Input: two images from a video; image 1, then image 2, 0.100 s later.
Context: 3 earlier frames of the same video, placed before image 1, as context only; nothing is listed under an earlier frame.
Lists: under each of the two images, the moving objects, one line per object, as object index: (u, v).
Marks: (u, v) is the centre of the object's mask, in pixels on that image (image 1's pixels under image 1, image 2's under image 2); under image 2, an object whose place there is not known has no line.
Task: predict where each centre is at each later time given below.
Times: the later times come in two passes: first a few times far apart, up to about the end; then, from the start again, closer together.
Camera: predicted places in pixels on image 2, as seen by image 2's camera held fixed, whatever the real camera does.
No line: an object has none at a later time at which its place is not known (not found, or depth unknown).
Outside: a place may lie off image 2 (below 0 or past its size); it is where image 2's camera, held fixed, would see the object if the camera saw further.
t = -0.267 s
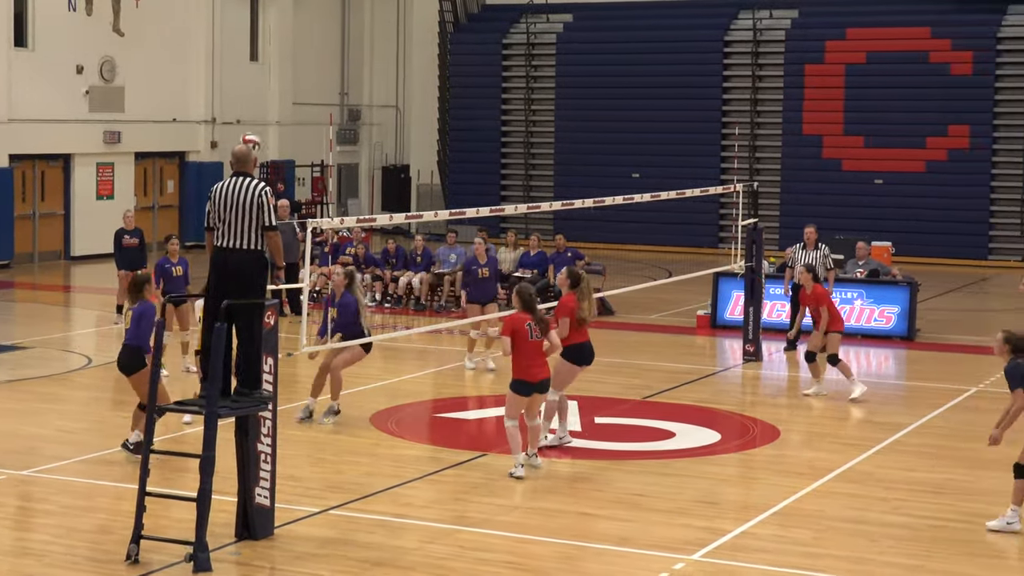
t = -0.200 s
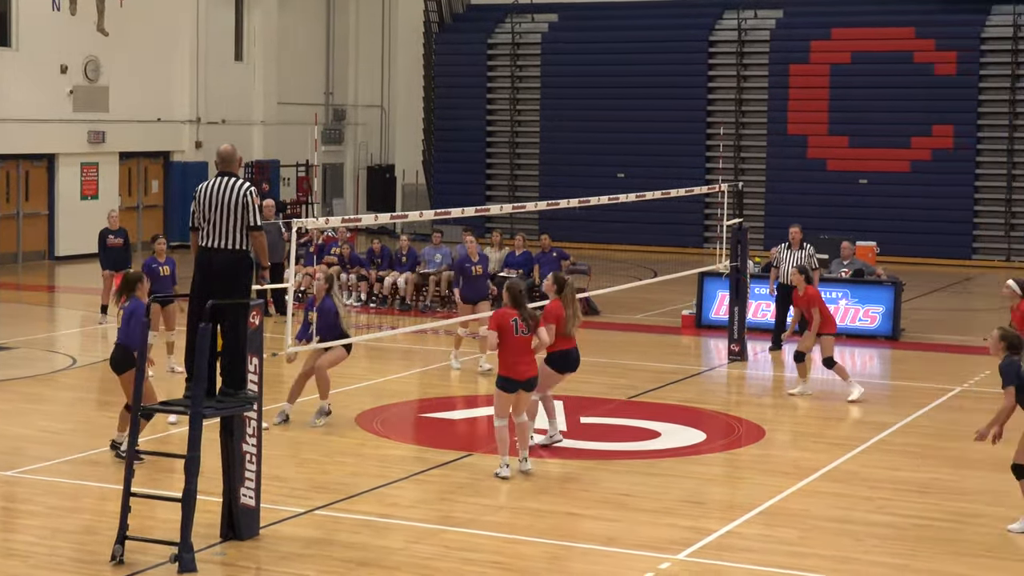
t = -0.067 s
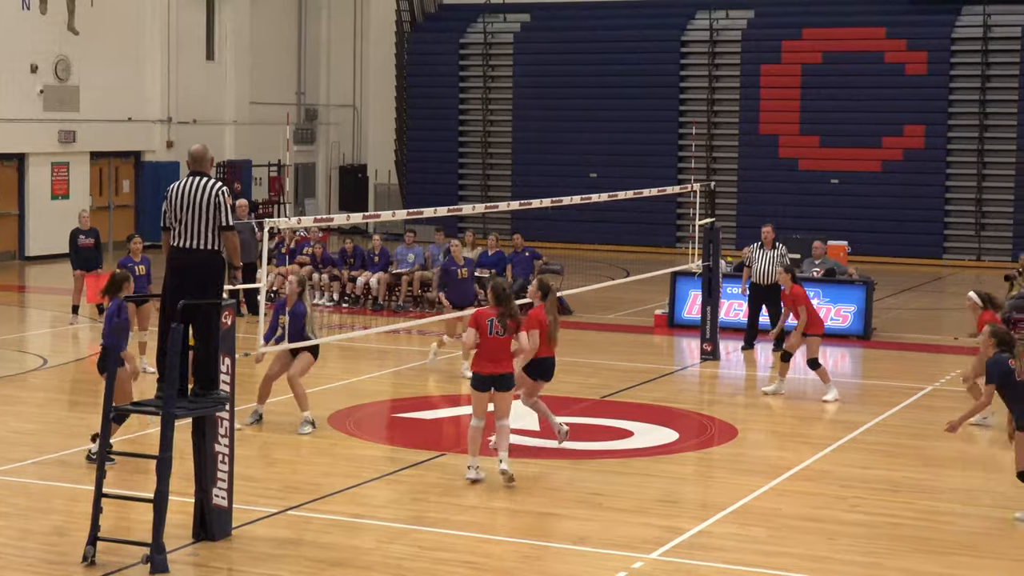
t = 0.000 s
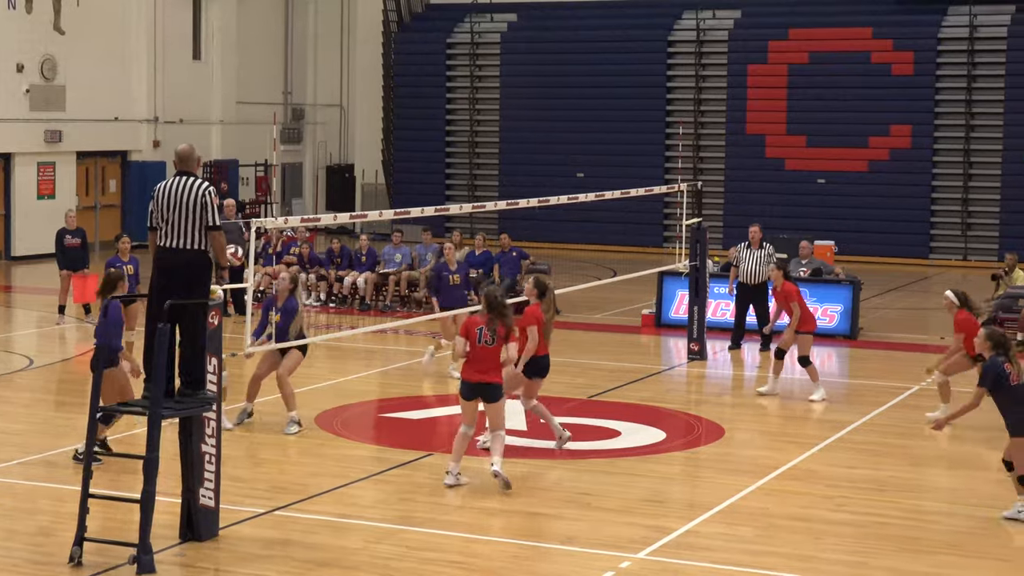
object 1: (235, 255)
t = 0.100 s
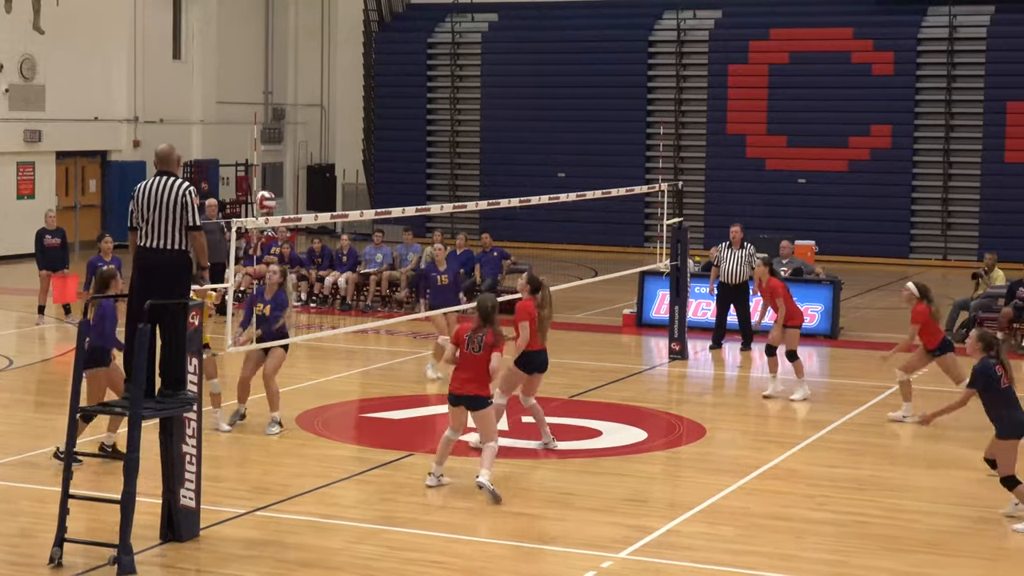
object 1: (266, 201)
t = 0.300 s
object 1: (366, 124)
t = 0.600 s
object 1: (513, 87)
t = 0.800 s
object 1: (608, 116)
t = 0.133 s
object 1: (281, 186)
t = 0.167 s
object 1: (298, 171)
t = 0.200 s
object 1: (315, 158)
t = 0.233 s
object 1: (332, 144)
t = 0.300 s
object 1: (366, 124)
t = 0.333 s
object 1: (382, 116)
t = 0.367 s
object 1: (398, 108)
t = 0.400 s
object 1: (415, 101)
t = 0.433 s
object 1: (432, 95)
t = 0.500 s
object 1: (465, 88)
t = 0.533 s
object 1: (481, 87)
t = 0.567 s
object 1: (497, 87)
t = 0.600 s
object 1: (513, 87)
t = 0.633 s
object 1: (529, 89)
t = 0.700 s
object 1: (561, 96)
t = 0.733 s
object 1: (577, 102)
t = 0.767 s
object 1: (592, 109)
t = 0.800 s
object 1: (608, 116)
